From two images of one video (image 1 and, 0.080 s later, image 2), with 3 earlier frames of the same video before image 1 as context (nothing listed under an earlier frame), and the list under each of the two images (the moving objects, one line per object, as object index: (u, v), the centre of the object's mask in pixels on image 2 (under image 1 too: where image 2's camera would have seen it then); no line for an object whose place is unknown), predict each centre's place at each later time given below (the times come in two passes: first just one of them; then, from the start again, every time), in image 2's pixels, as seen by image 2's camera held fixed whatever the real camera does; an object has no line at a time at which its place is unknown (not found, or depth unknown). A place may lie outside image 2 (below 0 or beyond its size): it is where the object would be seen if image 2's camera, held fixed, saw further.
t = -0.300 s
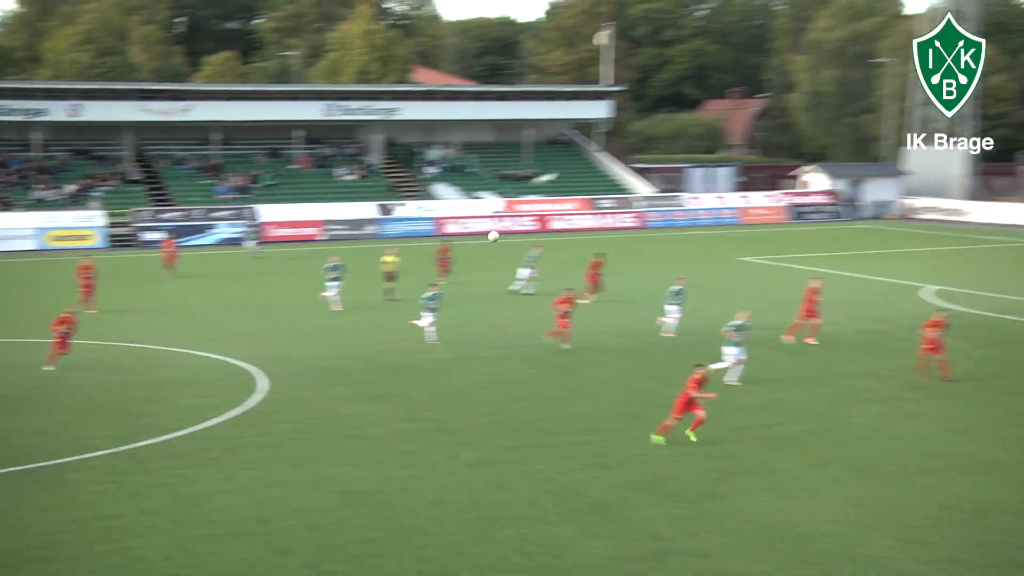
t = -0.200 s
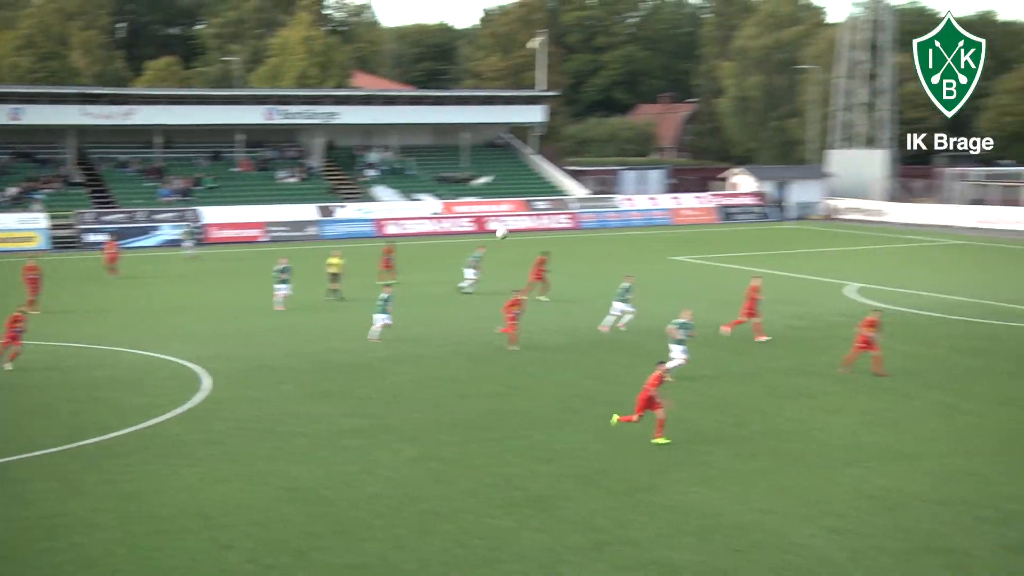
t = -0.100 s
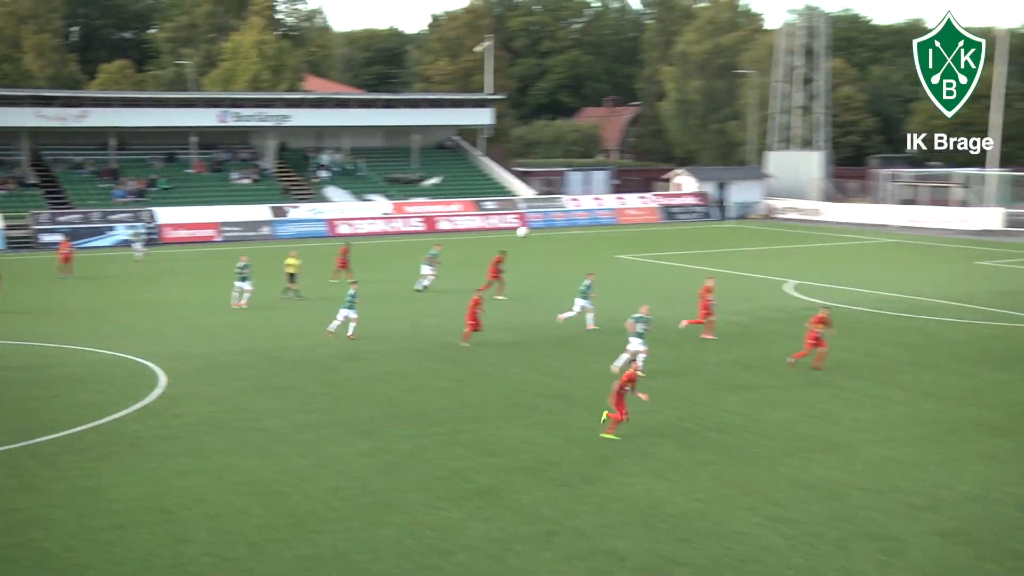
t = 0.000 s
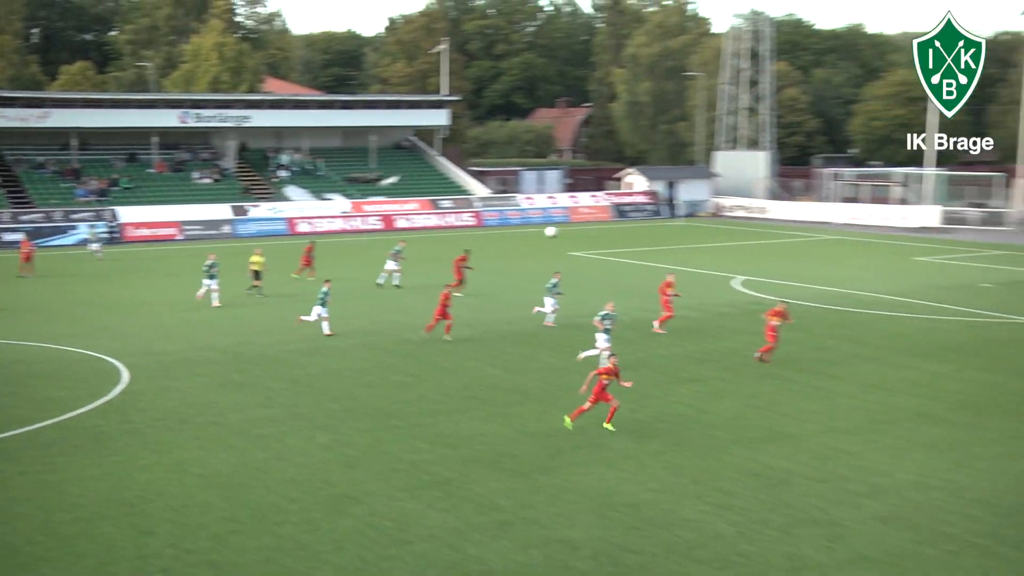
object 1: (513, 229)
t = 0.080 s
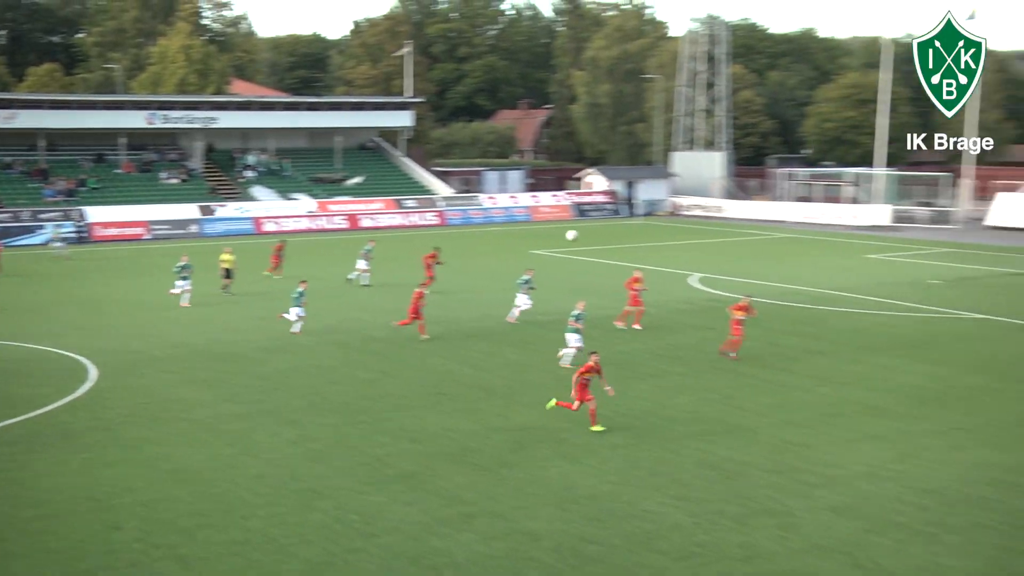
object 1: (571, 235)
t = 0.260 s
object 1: (709, 254)
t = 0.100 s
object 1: (586, 237)
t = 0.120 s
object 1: (601, 239)
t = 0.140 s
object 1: (616, 241)
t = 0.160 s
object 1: (632, 243)
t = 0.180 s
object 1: (647, 245)
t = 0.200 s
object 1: (662, 247)
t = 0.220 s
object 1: (677, 249)
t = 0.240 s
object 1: (693, 252)
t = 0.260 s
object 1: (709, 254)
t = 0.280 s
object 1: (724, 257)
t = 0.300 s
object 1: (741, 260)
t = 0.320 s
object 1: (756, 263)
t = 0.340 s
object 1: (774, 267)
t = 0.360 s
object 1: (790, 271)
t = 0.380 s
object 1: (807, 274)
